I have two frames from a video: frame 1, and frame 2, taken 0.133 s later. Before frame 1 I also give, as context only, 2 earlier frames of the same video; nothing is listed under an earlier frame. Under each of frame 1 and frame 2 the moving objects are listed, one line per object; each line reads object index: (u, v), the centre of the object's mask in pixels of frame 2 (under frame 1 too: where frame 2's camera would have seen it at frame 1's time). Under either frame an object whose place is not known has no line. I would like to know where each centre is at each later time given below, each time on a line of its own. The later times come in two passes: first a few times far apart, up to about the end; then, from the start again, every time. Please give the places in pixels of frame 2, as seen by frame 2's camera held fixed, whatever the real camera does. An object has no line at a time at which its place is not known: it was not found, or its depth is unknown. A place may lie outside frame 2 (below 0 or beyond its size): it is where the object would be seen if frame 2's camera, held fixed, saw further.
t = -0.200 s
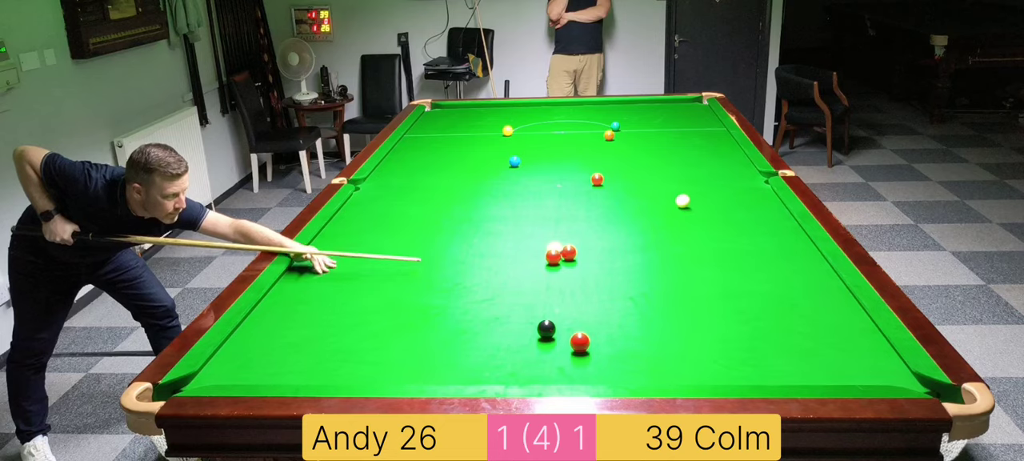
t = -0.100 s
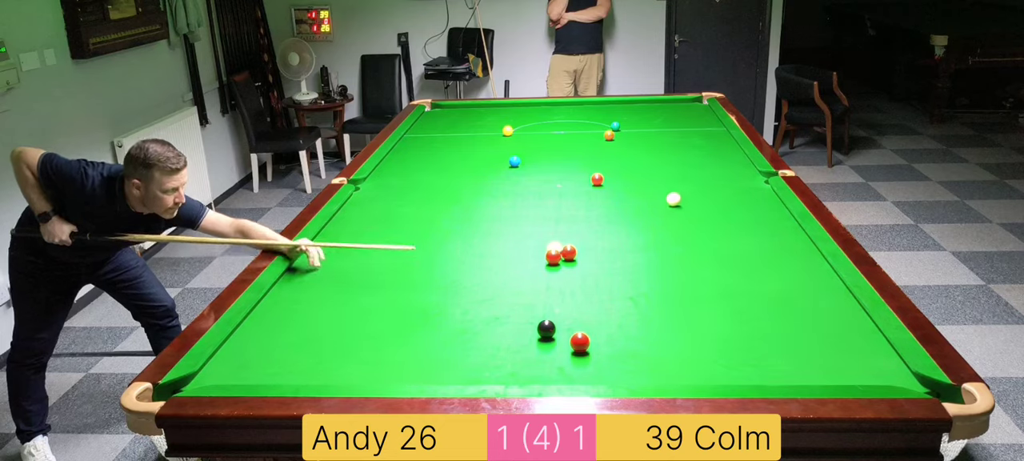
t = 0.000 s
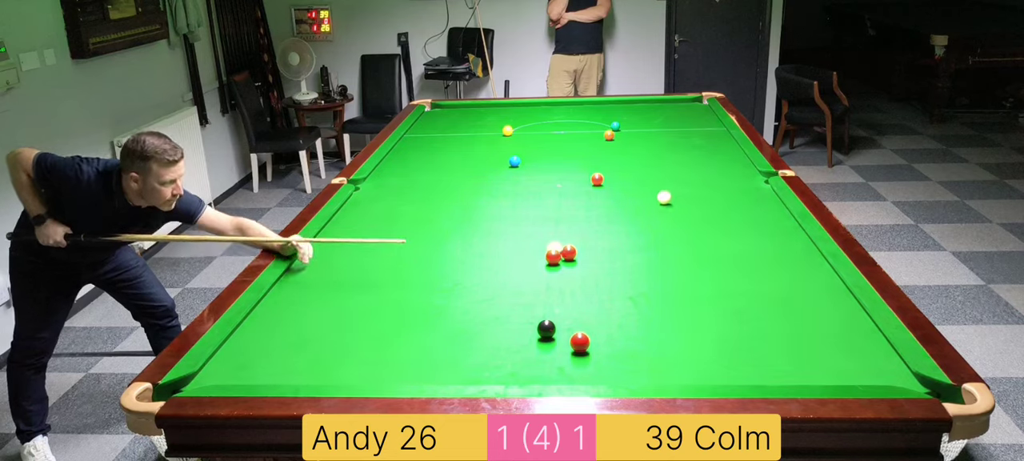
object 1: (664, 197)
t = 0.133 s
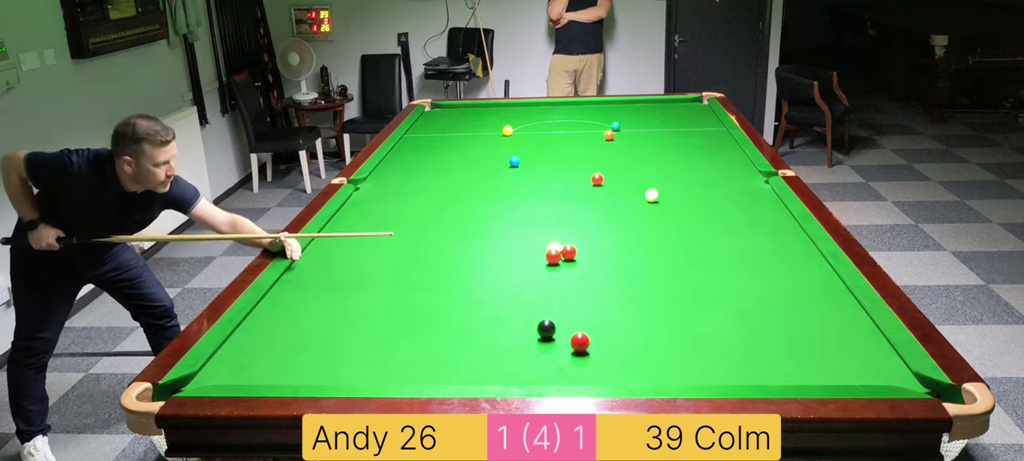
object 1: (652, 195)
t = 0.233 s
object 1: (644, 194)
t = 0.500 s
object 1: (622, 190)
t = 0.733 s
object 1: (606, 187)
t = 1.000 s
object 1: (587, 184)
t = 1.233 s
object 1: (574, 182)
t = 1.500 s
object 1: (559, 179)
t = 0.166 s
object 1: (649, 195)
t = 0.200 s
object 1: (646, 194)
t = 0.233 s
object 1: (644, 194)
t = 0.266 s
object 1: (641, 193)
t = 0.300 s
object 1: (638, 193)
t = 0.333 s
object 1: (635, 192)
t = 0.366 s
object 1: (633, 192)
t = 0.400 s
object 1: (630, 191)
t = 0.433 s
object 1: (627, 191)
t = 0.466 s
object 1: (625, 190)
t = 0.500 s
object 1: (622, 190)
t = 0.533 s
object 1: (620, 189)
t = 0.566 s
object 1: (617, 189)
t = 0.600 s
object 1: (615, 188)
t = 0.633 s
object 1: (613, 188)
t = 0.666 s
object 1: (610, 188)
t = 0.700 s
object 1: (608, 187)
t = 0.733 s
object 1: (606, 187)
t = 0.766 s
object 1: (603, 187)
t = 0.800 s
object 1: (601, 186)
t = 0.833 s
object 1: (599, 186)
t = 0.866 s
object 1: (596, 186)
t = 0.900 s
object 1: (594, 185)
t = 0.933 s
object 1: (592, 185)
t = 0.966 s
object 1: (589, 185)
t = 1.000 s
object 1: (587, 184)
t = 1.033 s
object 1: (586, 184)
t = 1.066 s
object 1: (584, 183)
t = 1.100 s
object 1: (582, 183)
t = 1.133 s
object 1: (580, 182)
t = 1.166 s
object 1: (578, 182)
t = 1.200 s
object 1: (576, 182)
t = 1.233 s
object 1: (574, 182)
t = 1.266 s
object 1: (572, 181)
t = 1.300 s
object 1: (570, 181)
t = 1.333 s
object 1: (568, 181)
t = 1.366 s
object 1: (566, 180)
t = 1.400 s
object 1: (564, 180)
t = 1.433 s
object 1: (563, 180)
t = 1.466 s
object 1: (561, 179)
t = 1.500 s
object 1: (559, 179)
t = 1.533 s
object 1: (557, 179)
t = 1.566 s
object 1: (556, 178)
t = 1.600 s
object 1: (554, 178)
